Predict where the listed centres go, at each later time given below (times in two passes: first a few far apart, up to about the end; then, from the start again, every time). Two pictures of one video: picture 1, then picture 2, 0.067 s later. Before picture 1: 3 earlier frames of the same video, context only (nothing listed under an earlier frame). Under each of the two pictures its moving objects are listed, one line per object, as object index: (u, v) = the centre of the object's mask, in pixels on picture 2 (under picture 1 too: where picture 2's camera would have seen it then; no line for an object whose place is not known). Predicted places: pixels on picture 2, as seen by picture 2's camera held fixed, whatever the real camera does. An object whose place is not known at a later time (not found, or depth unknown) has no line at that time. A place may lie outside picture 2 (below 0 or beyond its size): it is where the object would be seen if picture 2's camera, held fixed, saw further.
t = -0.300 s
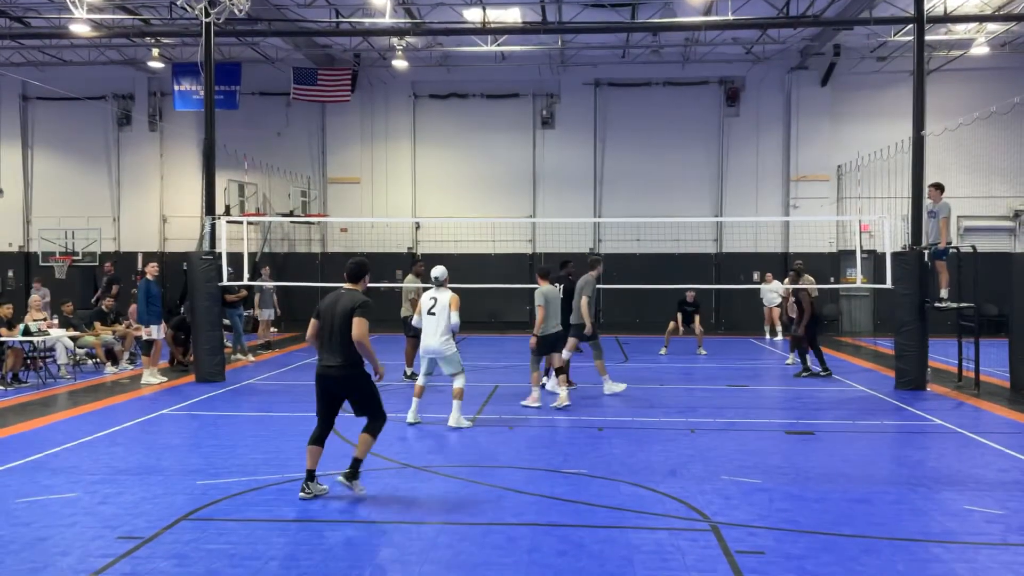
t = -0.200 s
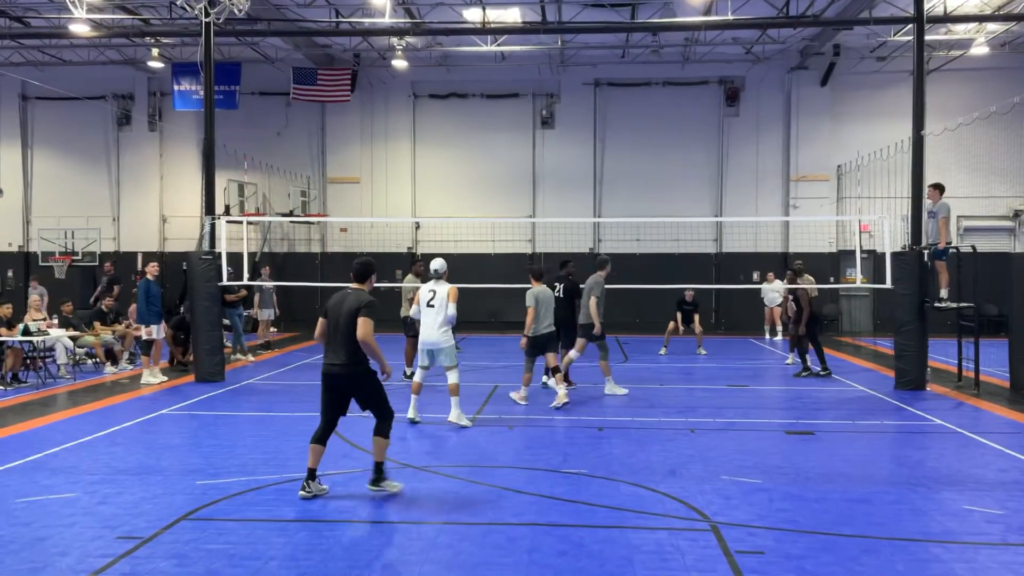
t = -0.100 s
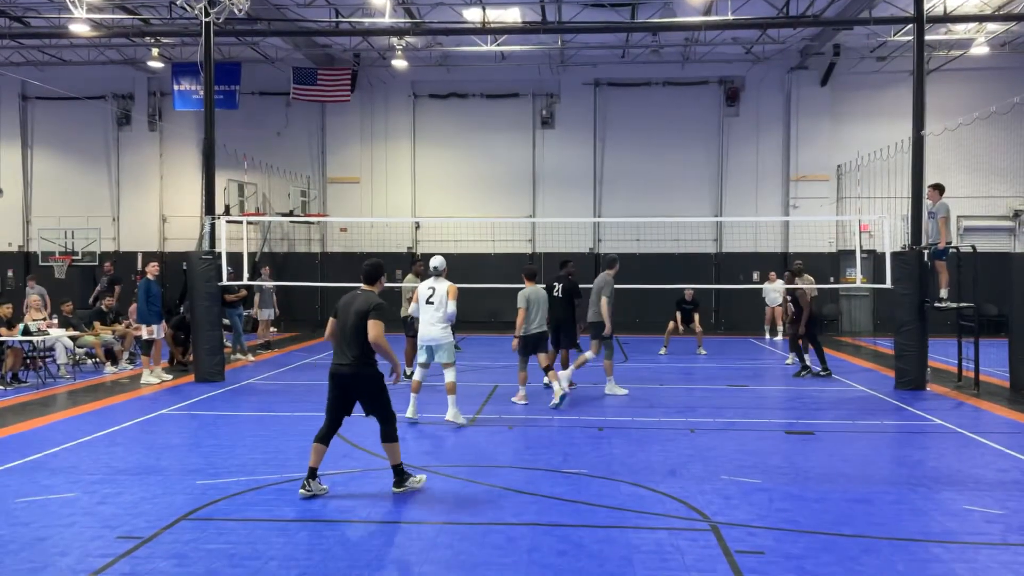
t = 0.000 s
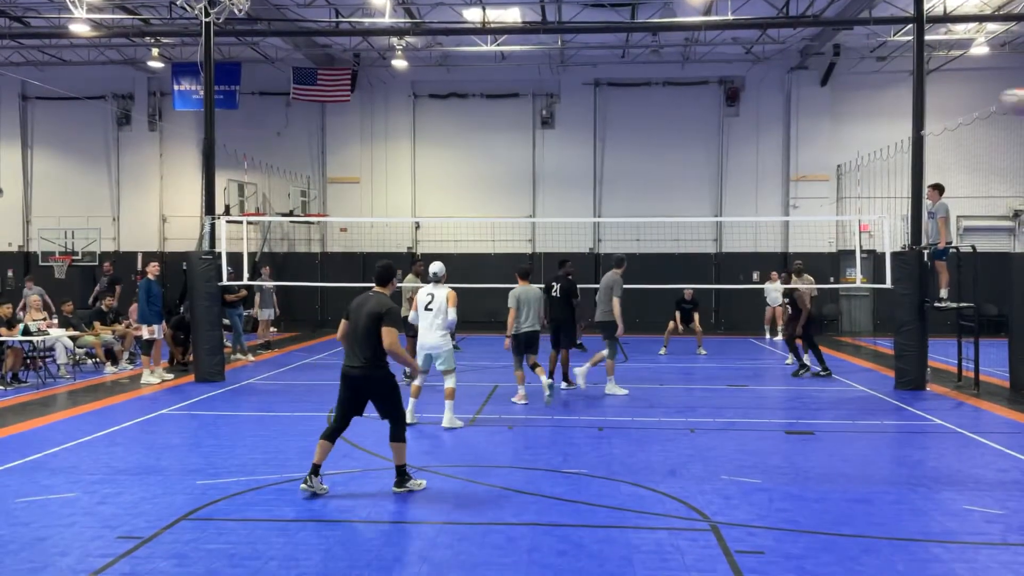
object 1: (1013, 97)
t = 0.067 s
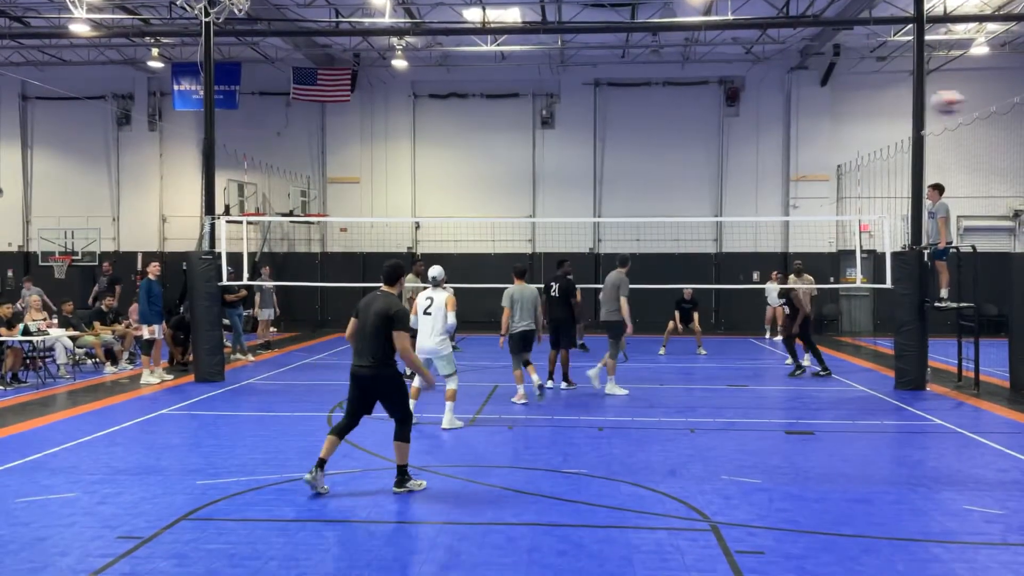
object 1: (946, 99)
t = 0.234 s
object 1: (820, 118)
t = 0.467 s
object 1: (715, 157)
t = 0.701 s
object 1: (651, 211)
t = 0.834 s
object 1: (626, 242)
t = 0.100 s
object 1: (915, 102)
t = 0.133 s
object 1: (888, 104)
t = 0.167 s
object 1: (863, 109)
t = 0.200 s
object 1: (841, 114)
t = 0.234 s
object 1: (820, 118)
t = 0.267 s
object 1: (801, 123)
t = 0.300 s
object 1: (783, 127)
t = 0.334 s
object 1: (767, 132)
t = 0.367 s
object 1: (752, 139)
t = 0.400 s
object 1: (739, 145)
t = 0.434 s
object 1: (725, 153)
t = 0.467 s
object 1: (715, 157)
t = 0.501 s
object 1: (704, 166)
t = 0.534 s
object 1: (694, 174)
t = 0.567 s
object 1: (685, 181)
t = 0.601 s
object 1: (675, 189)
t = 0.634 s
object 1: (666, 196)
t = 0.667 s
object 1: (658, 204)
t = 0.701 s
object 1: (651, 211)
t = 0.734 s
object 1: (644, 219)
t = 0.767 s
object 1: (637, 226)
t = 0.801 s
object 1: (631, 234)
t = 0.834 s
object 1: (626, 242)
